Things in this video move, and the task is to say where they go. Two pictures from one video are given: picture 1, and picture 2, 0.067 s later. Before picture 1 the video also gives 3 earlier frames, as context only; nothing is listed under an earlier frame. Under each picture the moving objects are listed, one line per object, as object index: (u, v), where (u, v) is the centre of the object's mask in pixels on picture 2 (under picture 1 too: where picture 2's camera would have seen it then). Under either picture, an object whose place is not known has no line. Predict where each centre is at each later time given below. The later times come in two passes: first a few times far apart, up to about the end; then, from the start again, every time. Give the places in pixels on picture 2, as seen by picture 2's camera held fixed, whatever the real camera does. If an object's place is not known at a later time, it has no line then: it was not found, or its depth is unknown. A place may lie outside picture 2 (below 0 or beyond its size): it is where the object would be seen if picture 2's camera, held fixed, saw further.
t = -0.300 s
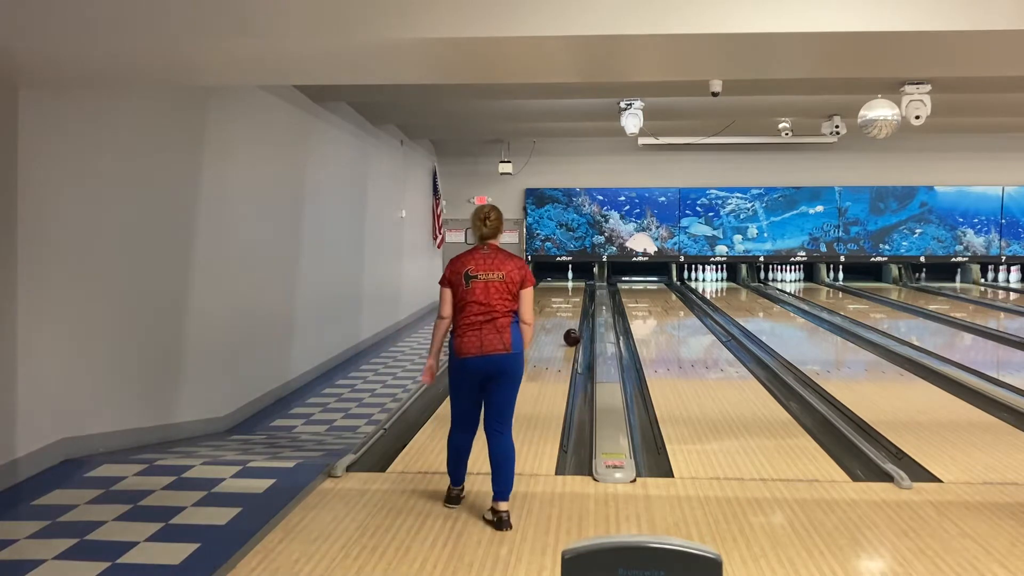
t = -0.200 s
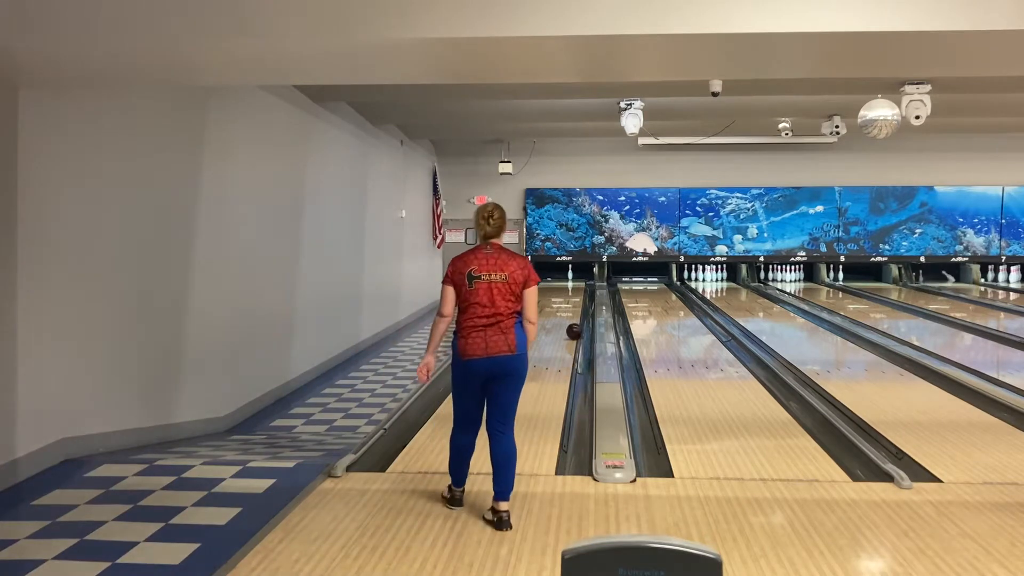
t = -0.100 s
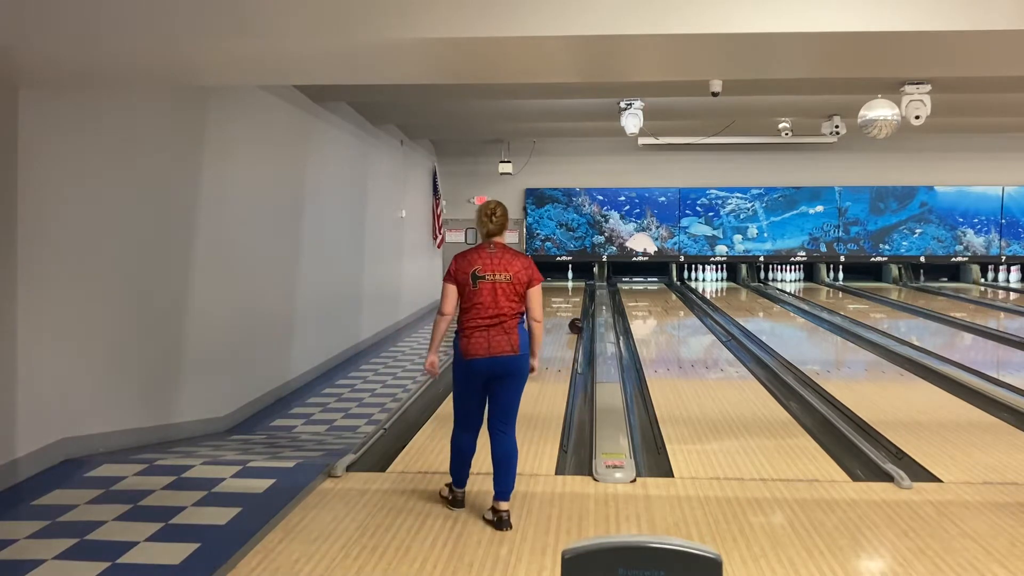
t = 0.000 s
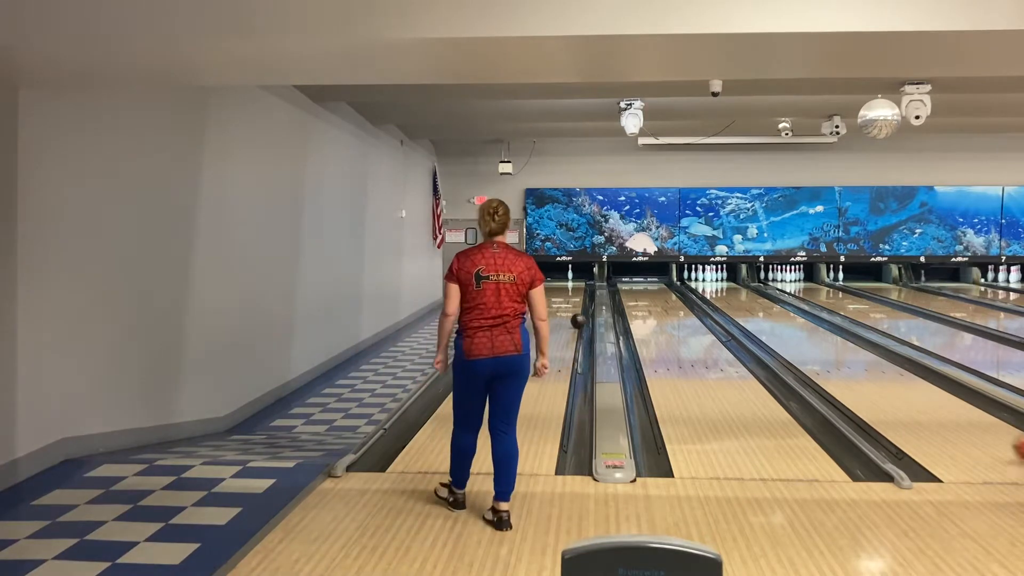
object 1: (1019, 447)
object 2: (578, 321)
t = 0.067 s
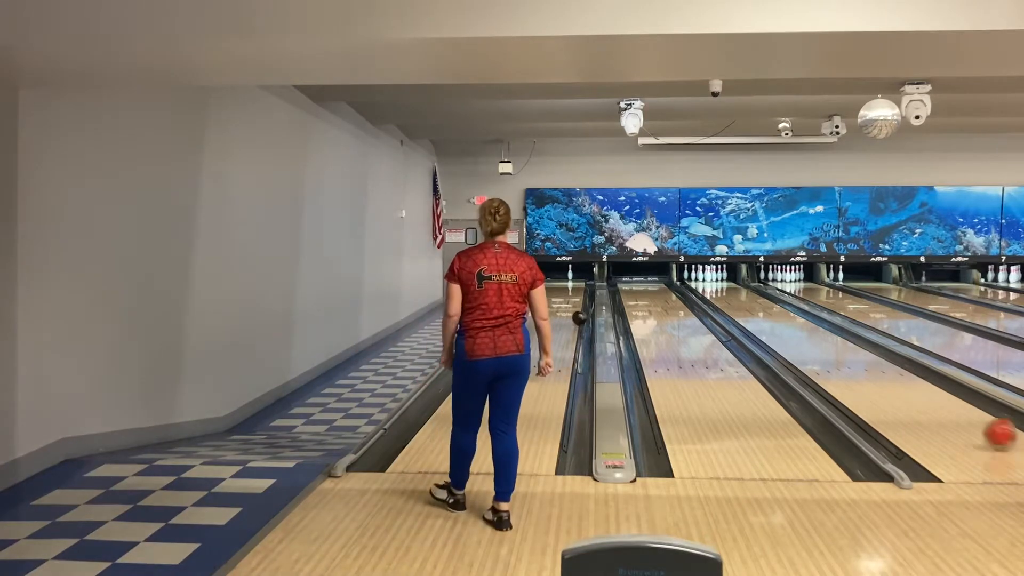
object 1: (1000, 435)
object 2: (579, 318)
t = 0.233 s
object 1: (938, 406)
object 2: (583, 312)
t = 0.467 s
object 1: (874, 377)
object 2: (587, 308)
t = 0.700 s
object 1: (828, 355)
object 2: (589, 300)
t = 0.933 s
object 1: (792, 339)
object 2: (590, 294)
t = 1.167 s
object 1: (763, 326)
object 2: (590, 290)
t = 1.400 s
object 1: (743, 315)
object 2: (591, 286)
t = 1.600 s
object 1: (728, 307)
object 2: (590, 283)
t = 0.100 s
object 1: (986, 429)
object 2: (580, 316)
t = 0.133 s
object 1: (973, 422)
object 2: (580, 315)
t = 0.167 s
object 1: (960, 417)
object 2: (581, 314)
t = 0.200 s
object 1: (949, 411)
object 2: (582, 313)
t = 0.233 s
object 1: (938, 406)
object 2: (583, 312)
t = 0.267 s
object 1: (927, 401)
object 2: (583, 312)
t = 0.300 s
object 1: (918, 396)
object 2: (586, 312)
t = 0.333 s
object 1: (908, 392)
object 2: (588, 311)
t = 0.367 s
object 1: (899, 388)
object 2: (588, 310)
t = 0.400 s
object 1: (891, 384)
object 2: (587, 309)
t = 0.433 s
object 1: (882, 381)
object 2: (587, 309)
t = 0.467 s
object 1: (874, 377)
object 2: (587, 308)
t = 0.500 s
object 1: (867, 373)
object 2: (588, 307)
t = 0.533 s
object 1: (860, 370)
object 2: (588, 306)
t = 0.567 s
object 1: (853, 366)
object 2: (588, 304)
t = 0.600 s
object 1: (846, 363)
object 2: (589, 304)
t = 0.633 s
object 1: (840, 360)
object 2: (589, 302)
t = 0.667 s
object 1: (834, 358)
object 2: (589, 302)
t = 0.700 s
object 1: (828, 355)
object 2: (589, 300)
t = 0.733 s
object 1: (822, 352)
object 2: (589, 300)
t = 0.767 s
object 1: (816, 350)
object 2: (589, 299)
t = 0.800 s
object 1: (811, 347)
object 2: (589, 298)
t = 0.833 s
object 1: (806, 345)
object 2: (590, 298)
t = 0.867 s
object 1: (801, 343)
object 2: (590, 297)
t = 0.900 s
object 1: (796, 340)
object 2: (590, 295)
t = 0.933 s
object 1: (792, 339)
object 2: (590, 294)
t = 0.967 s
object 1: (787, 336)
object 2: (590, 293)
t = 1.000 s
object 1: (783, 335)
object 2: (589, 293)
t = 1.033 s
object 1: (779, 332)
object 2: (590, 293)
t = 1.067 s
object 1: (775, 331)
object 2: (590, 293)
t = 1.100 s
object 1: (771, 329)
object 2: (590, 291)
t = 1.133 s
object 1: (767, 328)
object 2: (590, 290)
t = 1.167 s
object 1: (763, 326)
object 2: (590, 290)
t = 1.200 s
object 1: (760, 323)
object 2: (590, 291)
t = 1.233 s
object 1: (757, 323)
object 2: (591, 290)
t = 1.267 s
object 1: (754, 321)
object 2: (591, 287)
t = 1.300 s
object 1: (751, 319)
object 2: (591, 286)
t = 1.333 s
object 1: (748, 318)
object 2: (591, 286)
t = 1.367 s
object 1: (746, 317)
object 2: (591, 286)
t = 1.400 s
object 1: (743, 315)
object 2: (591, 286)
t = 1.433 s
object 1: (740, 313)
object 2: (591, 285)
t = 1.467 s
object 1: (737, 312)
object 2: (590, 284)
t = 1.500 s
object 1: (735, 311)
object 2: (590, 284)
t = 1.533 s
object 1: (732, 310)
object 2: (590, 284)
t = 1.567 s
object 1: (730, 308)
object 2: (590, 283)
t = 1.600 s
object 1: (728, 307)
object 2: (590, 283)
